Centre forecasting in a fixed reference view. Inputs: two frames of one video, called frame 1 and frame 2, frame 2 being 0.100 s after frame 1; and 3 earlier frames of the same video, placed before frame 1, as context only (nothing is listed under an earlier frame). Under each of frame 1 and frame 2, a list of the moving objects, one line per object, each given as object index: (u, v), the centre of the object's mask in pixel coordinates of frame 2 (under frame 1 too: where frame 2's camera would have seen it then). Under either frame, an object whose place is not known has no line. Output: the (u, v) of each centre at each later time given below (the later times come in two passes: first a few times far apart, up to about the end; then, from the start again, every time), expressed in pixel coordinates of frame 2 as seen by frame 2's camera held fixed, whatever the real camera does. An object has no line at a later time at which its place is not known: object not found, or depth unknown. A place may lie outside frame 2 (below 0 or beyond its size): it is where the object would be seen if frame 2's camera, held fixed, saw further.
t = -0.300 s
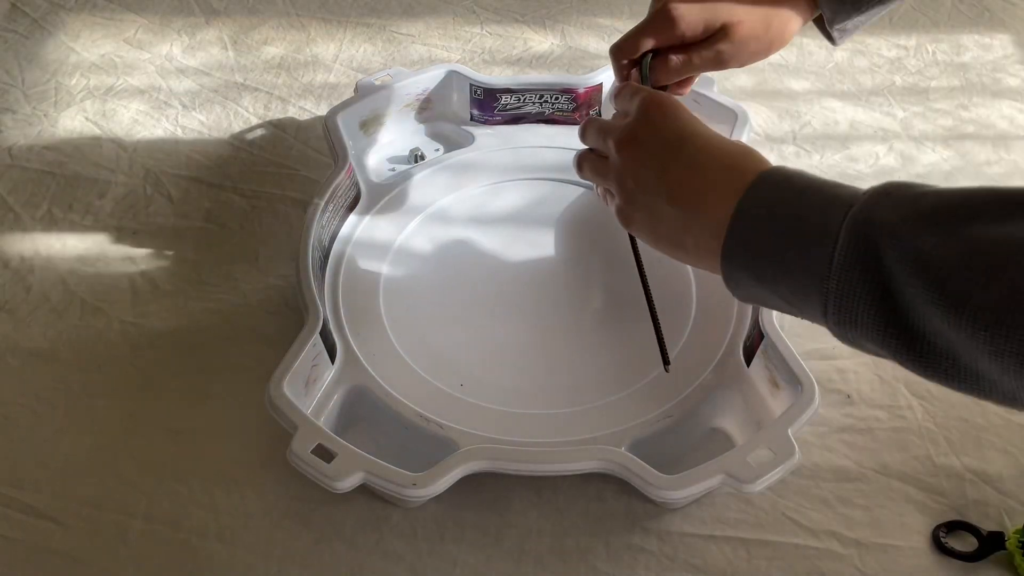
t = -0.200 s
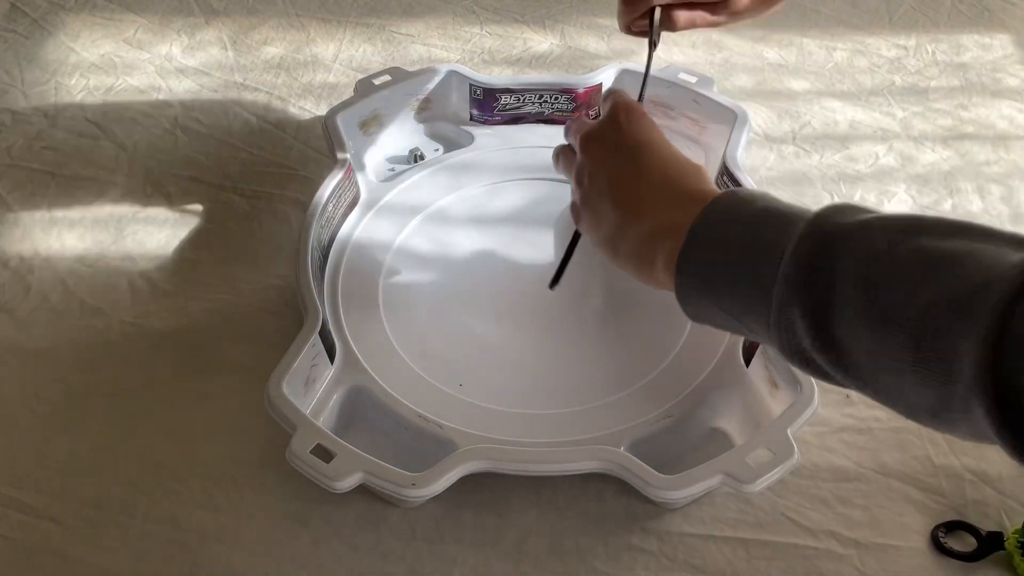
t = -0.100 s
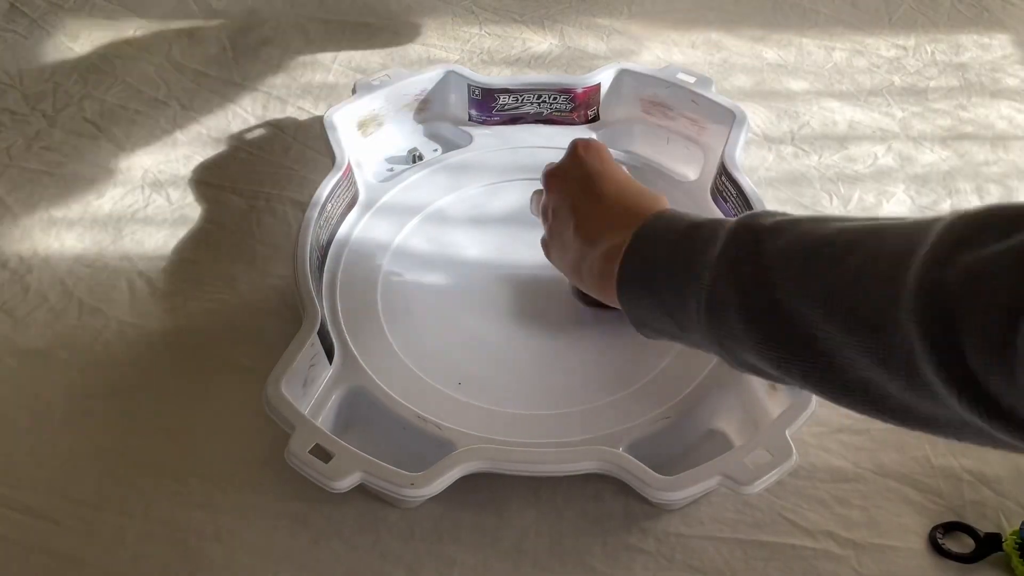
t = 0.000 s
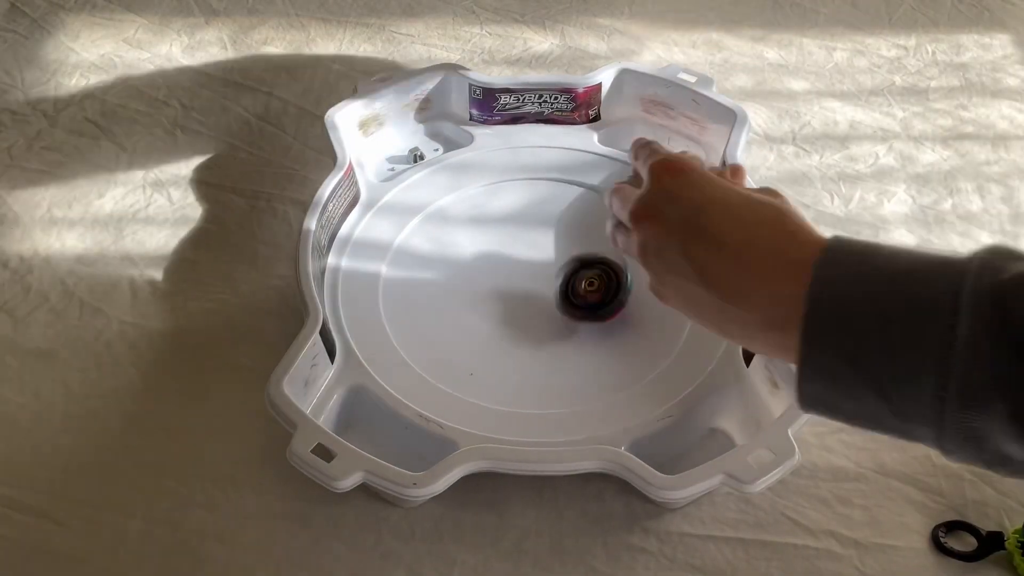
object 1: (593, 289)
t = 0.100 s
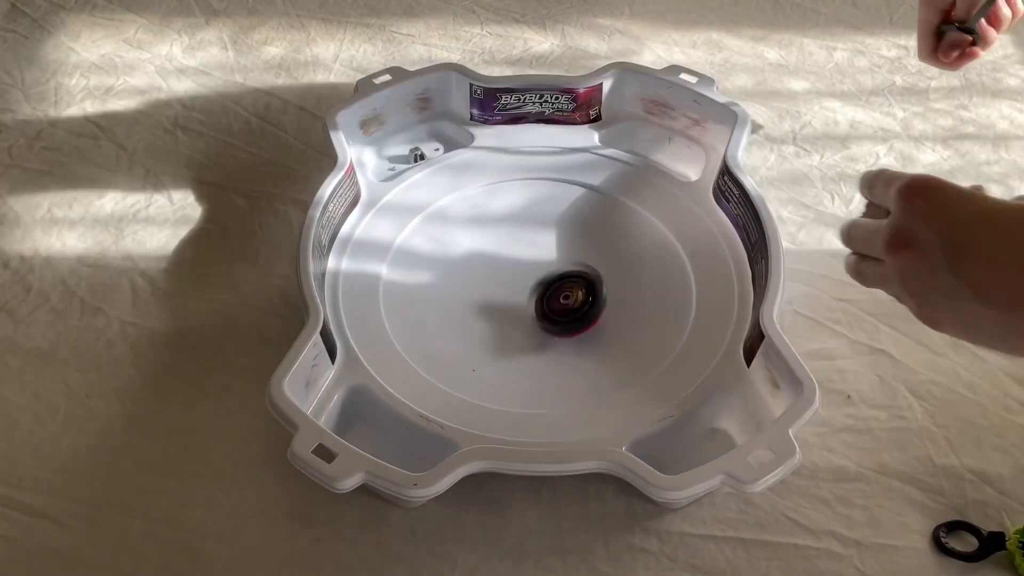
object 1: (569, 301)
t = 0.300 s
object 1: (526, 311)
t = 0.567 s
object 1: (510, 298)
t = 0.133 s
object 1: (561, 304)
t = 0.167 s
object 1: (552, 308)
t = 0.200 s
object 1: (545, 309)
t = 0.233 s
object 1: (538, 310)
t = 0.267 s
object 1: (531, 312)
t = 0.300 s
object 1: (526, 311)
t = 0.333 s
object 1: (521, 311)
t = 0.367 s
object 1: (517, 308)
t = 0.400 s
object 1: (514, 308)
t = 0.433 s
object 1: (511, 306)
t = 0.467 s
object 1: (509, 304)
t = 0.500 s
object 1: (508, 302)
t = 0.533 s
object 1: (509, 300)
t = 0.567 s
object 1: (510, 298)
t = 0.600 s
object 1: (511, 298)
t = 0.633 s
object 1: (513, 296)
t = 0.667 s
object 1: (515, 296)
